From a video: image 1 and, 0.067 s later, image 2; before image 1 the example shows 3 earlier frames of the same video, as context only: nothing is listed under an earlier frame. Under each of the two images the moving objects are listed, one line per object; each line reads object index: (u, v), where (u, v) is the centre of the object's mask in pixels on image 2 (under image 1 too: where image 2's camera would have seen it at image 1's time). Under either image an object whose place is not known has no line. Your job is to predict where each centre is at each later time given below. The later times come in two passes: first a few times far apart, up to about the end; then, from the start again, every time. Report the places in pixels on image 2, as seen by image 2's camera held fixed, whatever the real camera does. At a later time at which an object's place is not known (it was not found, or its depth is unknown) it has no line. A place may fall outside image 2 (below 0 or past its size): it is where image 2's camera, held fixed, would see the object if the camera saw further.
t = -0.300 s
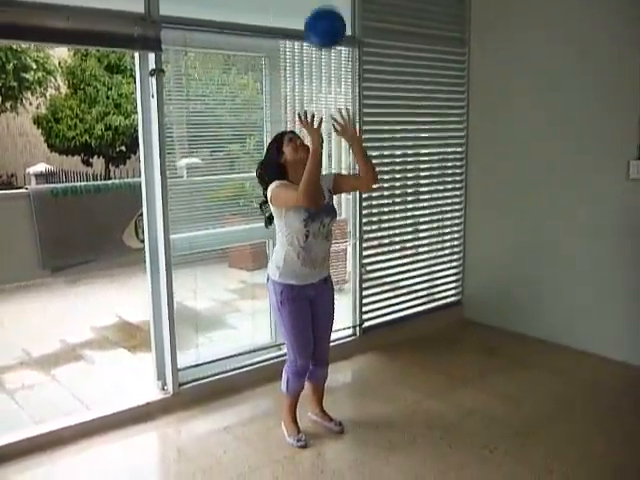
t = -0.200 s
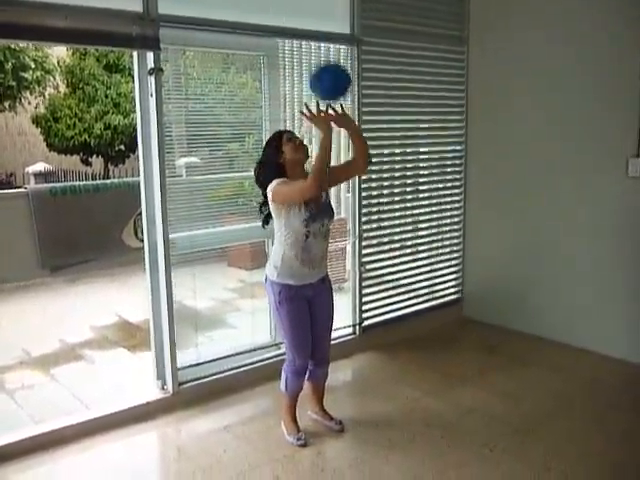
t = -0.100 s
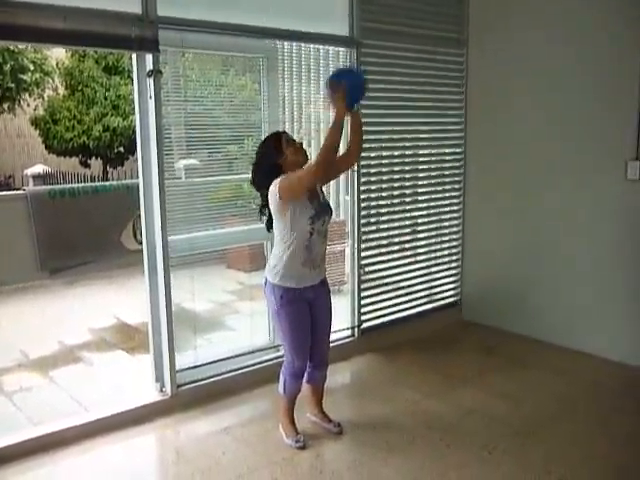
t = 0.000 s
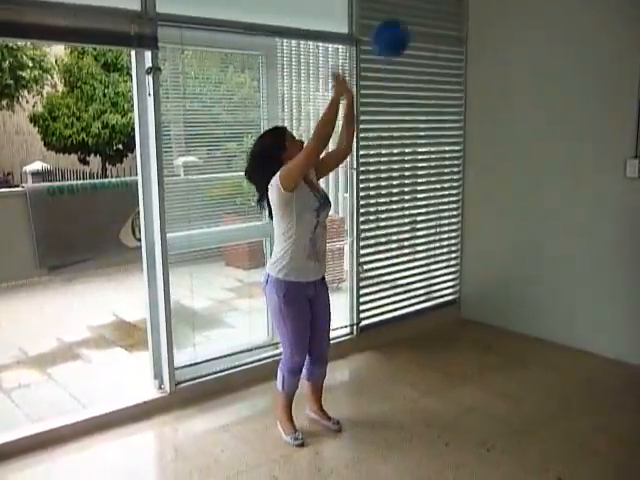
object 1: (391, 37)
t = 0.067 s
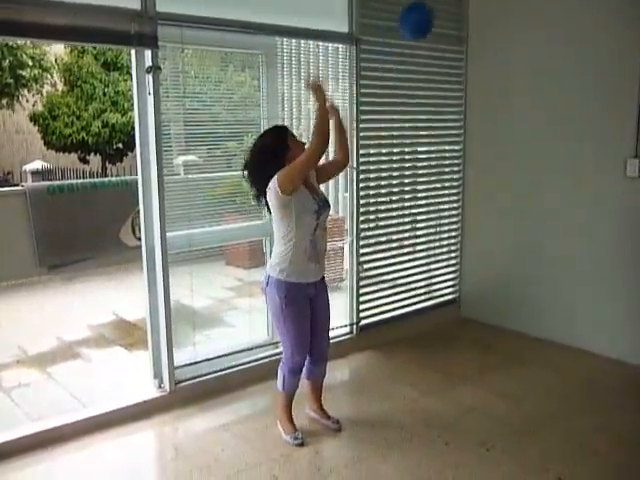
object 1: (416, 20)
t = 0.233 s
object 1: (464, 15)
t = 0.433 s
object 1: (510, 59)
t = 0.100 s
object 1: (427, 16)
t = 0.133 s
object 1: (438, 15)
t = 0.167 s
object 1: (447, 14)
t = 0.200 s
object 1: (456, 15)
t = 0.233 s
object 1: (464, 15)
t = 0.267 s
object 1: (473, 17)
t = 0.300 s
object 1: (480, 22)
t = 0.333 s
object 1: (489, 28)
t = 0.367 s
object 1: (497, 37)
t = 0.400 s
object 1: (504, 48)
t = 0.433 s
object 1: (510, 59)
